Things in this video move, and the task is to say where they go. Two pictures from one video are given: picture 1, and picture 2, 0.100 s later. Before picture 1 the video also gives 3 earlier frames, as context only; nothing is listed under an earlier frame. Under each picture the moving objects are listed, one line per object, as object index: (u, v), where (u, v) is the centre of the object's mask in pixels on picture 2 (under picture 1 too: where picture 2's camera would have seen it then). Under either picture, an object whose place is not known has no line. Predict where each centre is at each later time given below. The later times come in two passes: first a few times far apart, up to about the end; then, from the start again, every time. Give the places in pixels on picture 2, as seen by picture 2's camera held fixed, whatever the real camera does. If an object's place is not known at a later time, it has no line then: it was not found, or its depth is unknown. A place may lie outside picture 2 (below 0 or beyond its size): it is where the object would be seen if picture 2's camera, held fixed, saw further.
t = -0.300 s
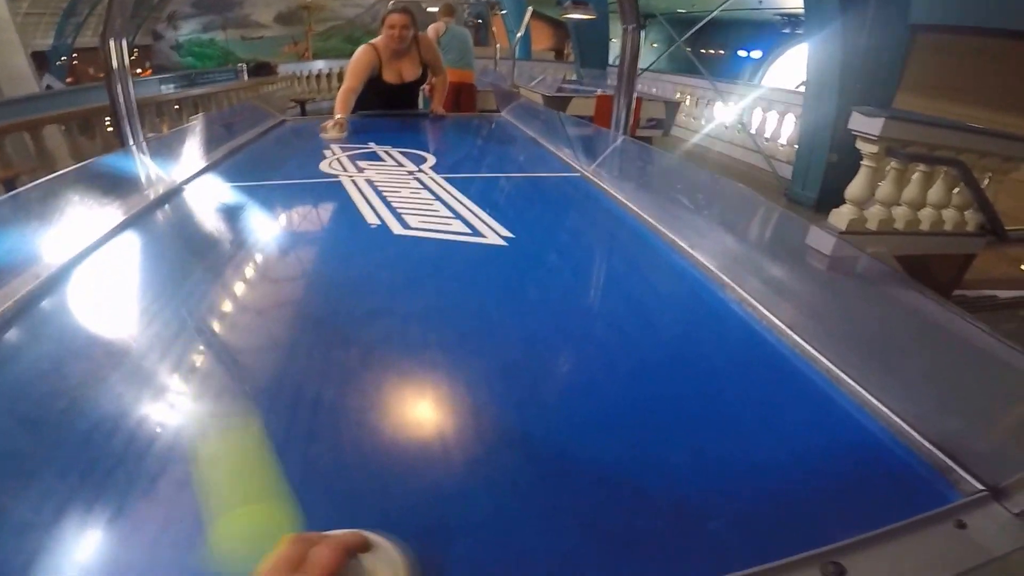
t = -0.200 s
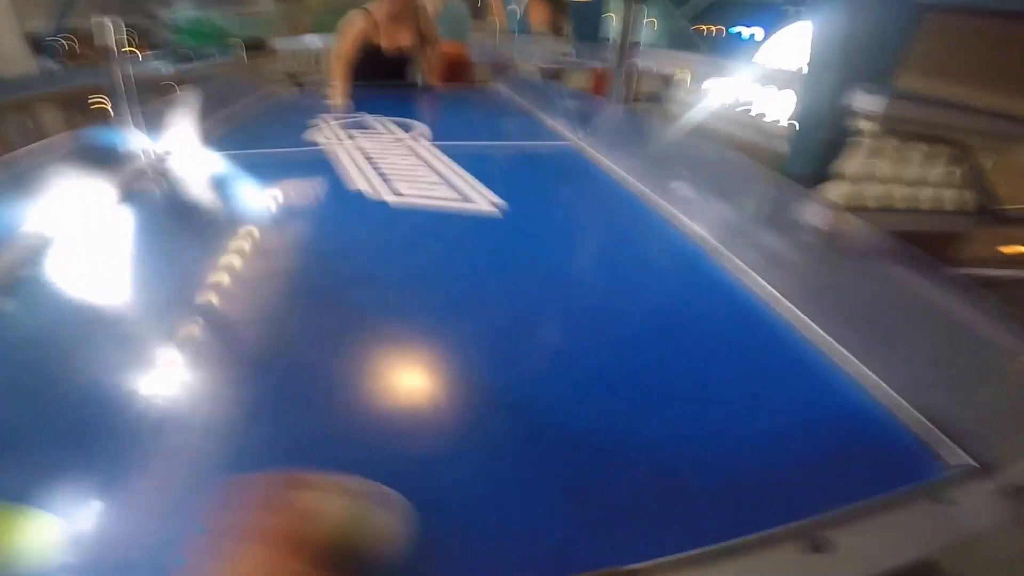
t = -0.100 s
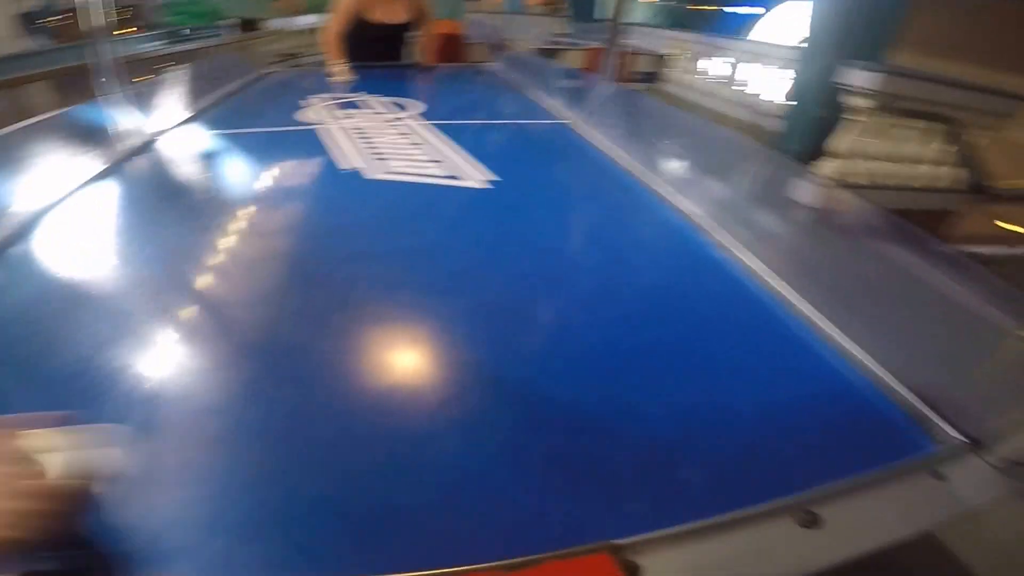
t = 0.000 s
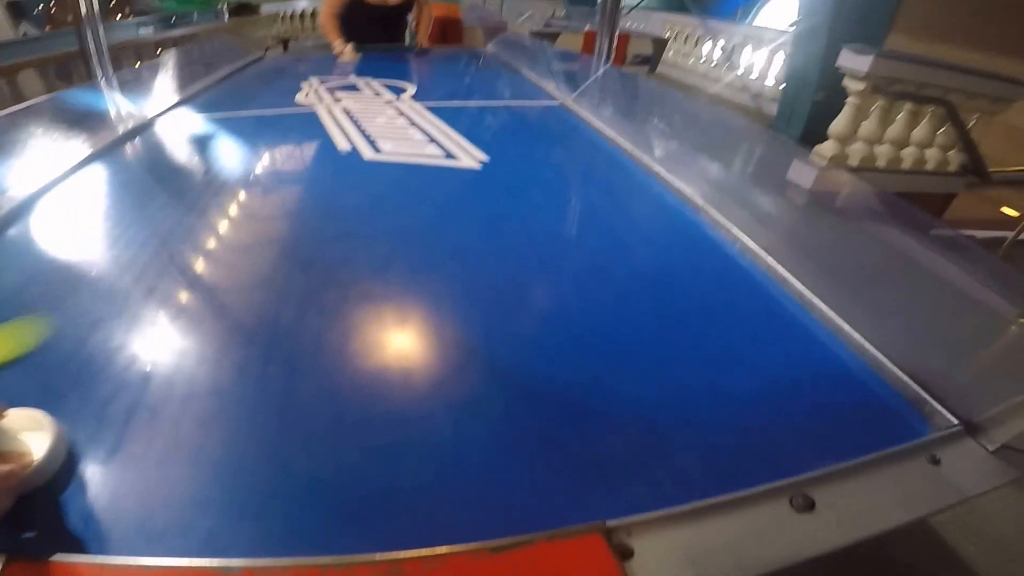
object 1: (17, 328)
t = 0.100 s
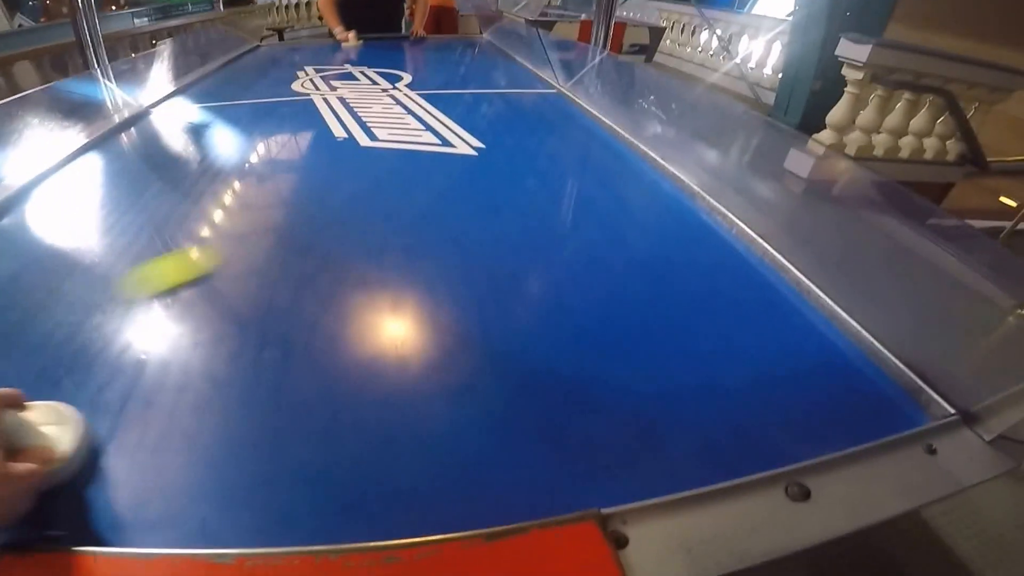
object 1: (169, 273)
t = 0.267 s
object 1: (400, 191)
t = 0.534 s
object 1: (589, 129)
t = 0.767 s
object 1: (435, 122)
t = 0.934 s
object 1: (325, 119)
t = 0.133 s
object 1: (224, 253)
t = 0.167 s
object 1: (276, 234)
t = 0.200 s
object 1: (321, 217)
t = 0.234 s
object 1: (362, 204)
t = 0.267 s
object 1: (400, 191)
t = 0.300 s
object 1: (434, 179)
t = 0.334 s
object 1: (466, 169)
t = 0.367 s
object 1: (494, 160)
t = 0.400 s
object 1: (520, 152)
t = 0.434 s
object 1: (544, 144)
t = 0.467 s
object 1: (565, 138)
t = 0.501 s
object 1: (586, 133)
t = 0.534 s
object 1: (589, 129)
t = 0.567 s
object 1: (567, 128)
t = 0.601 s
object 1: (545, 126)
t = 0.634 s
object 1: (521, 125)
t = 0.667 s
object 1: (500, 124)
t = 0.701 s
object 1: (478, 123)
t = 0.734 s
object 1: (458, 122)
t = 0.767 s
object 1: (435, 122)
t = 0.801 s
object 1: (412, 121)
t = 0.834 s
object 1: (390, 120)
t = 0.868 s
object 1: (368, 120)
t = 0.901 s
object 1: (348, 120)
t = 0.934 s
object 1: (325, 119)
